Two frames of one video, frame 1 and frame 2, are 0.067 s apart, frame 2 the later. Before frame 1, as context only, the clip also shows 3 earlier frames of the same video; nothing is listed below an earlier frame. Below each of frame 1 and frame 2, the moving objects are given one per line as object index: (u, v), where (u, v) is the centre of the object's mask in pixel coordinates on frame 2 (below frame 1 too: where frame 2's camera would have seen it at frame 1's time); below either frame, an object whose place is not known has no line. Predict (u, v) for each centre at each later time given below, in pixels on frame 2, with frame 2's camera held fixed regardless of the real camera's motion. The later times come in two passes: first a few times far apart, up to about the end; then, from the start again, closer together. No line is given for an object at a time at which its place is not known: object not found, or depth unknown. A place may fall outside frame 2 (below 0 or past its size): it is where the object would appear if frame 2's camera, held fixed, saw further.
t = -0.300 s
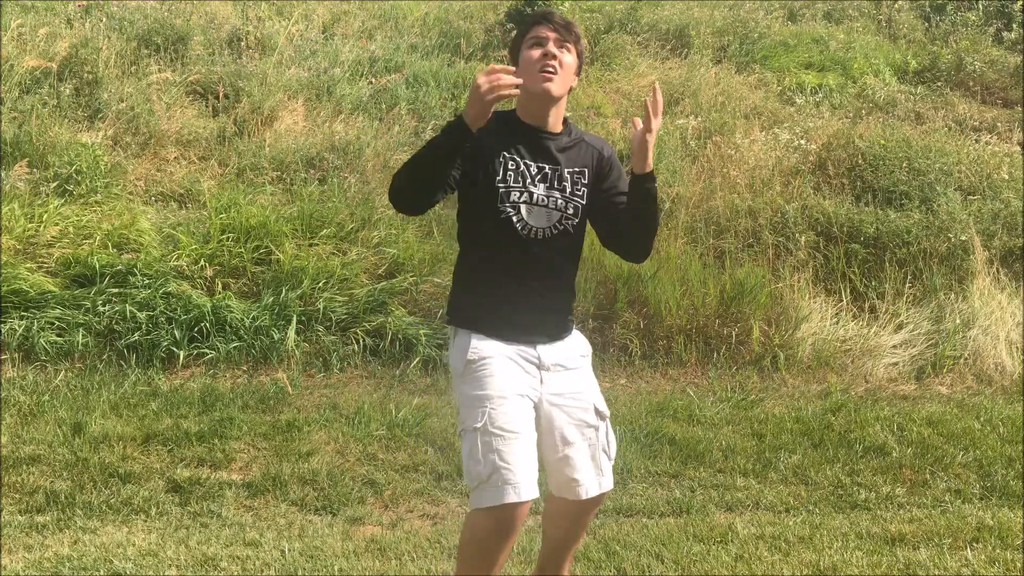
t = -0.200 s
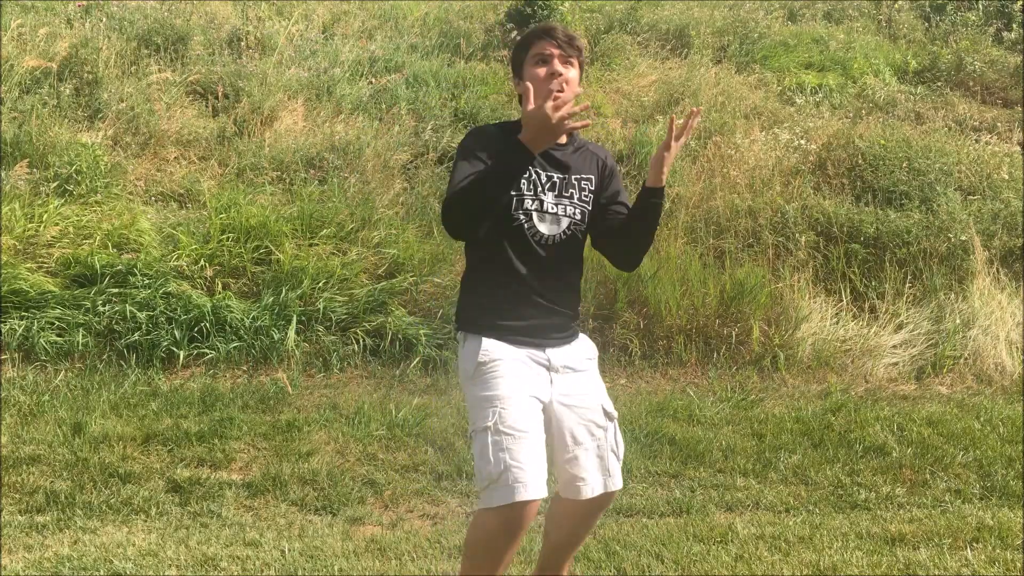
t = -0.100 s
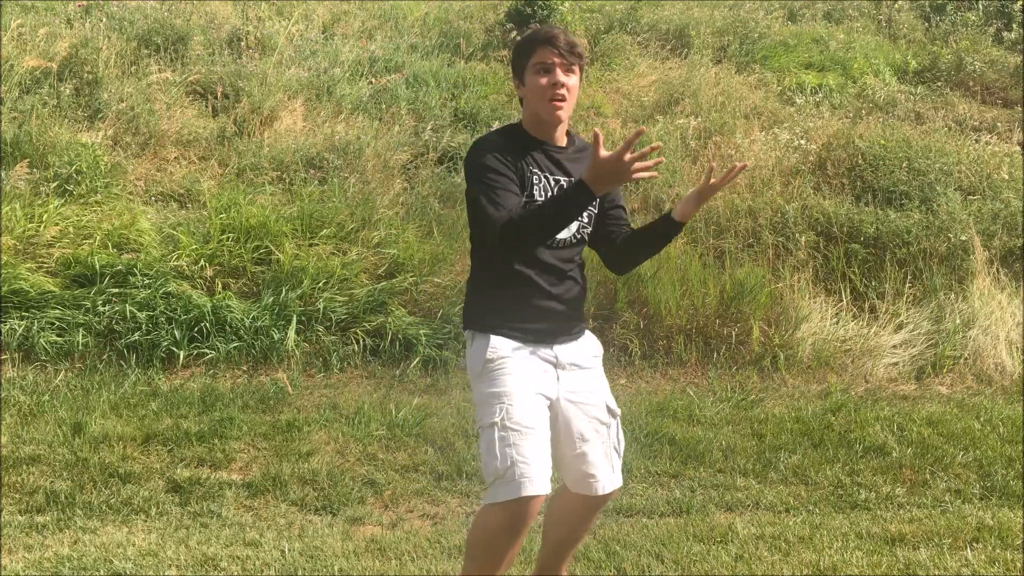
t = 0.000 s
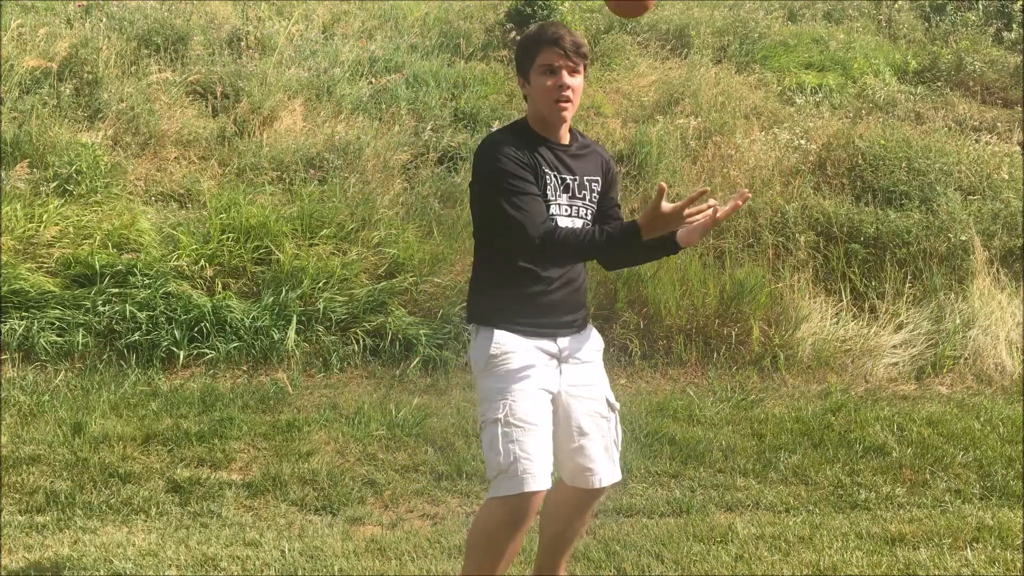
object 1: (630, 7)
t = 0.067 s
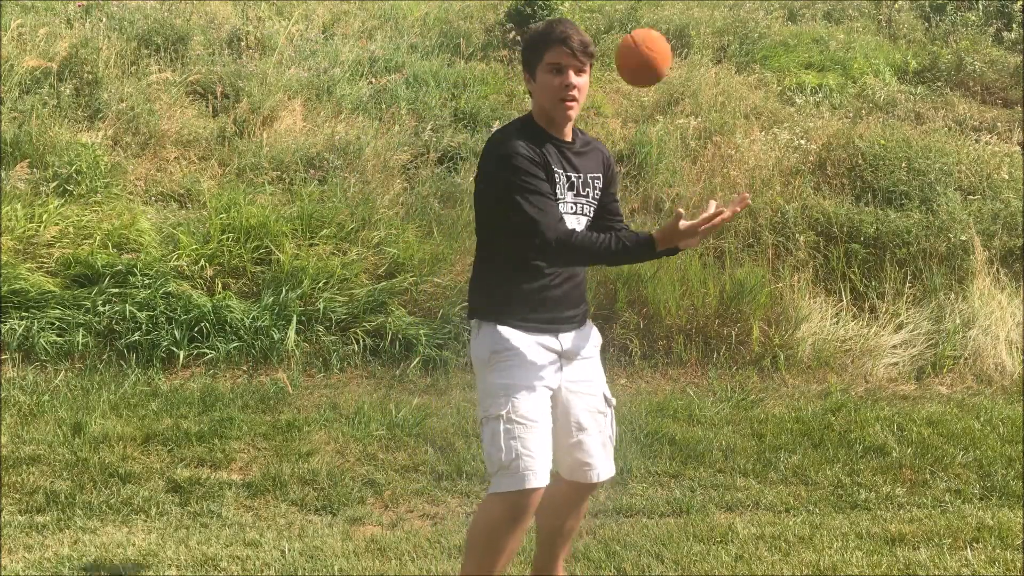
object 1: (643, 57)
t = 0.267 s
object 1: (678, 337)
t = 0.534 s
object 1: (710, 468)
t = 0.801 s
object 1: (733, 430)
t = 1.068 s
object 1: (748, 524)
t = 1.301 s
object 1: (754, 516)
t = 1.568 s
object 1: (750, 506)
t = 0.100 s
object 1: (649, 97)
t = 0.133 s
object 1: (656, 140)
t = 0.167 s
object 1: (662, 185)
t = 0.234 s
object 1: (673, 284)
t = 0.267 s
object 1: (678, 337)
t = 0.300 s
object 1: (683, 392)
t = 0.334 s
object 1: (688, 450)
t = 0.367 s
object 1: (692, 511)
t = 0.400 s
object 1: (696, 551)
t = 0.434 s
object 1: (700, 531)
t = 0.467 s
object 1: (704, 507)
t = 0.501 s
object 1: (707, 486)
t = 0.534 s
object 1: (710, 468)
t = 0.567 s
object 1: (714, 453)
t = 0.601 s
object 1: (717, 440)
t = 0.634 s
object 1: (720, 431)
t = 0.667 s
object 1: (723, 425)
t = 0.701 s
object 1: (725, 422)
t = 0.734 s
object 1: (728, 422)
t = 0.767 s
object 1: (731, 424)
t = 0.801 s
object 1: (733, 430)
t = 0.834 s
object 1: (735, 439)
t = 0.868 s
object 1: (737, 450)
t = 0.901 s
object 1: (740, 465)
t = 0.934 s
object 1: (742, 482)
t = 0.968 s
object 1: (744, 502)
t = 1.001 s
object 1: (745, 525)
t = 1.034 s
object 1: (748, 532)
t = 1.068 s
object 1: (748, 524)
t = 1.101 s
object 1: (749, 517)
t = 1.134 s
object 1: (751, 511)
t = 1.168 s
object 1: (751, 508)
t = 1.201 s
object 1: (752, 508)
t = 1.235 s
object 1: (753, 510)
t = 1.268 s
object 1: (754, 514)
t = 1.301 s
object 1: (754, 516)
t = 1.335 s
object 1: (754, 515)
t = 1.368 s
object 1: (754, 513)
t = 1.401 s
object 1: (753, 511)
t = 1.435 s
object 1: (753, 511)
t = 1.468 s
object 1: (753, 509)
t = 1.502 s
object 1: (752, 509)
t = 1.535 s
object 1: (752, 508)
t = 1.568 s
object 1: (750, 506)
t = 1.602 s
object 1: (750, 506)
